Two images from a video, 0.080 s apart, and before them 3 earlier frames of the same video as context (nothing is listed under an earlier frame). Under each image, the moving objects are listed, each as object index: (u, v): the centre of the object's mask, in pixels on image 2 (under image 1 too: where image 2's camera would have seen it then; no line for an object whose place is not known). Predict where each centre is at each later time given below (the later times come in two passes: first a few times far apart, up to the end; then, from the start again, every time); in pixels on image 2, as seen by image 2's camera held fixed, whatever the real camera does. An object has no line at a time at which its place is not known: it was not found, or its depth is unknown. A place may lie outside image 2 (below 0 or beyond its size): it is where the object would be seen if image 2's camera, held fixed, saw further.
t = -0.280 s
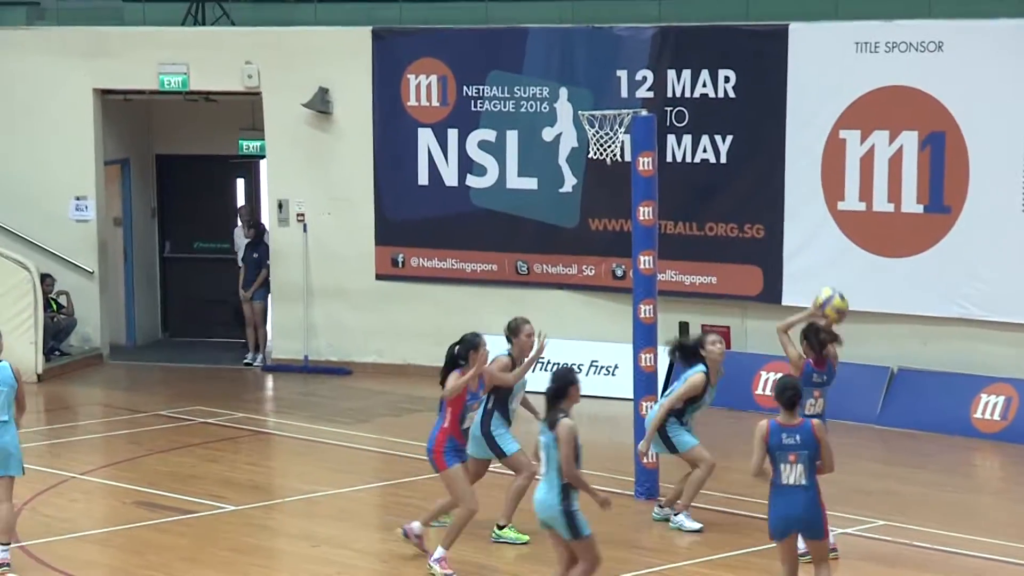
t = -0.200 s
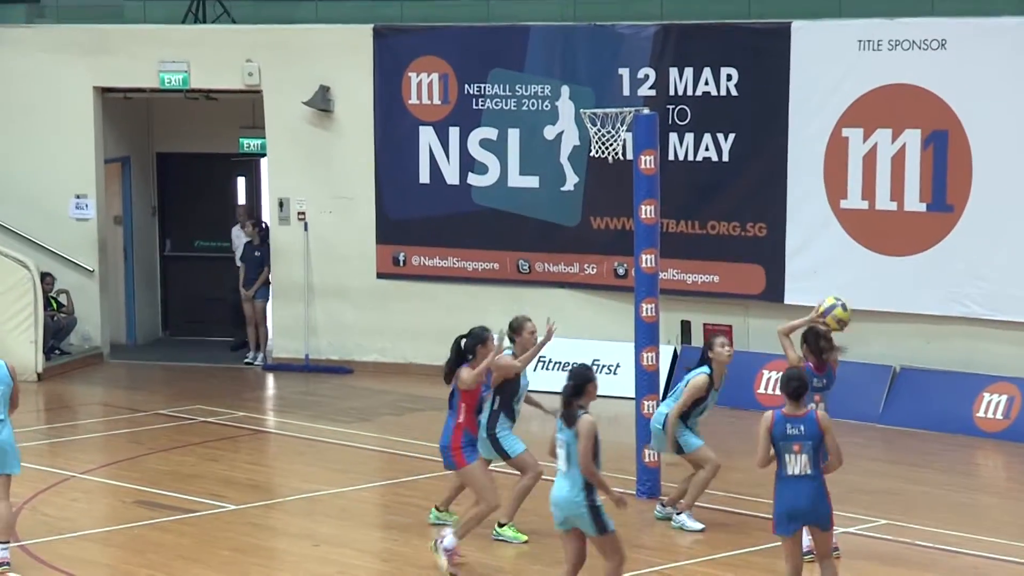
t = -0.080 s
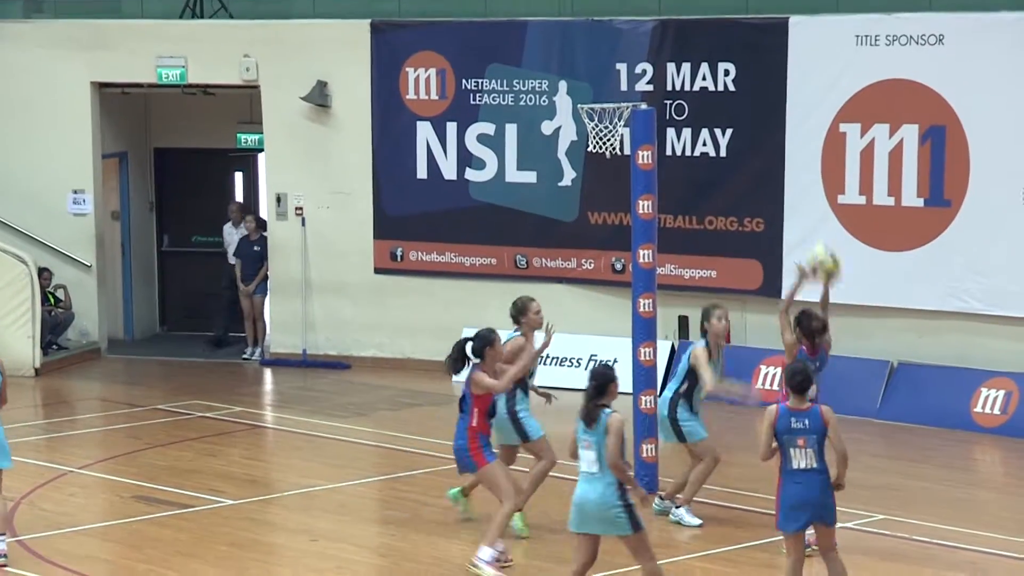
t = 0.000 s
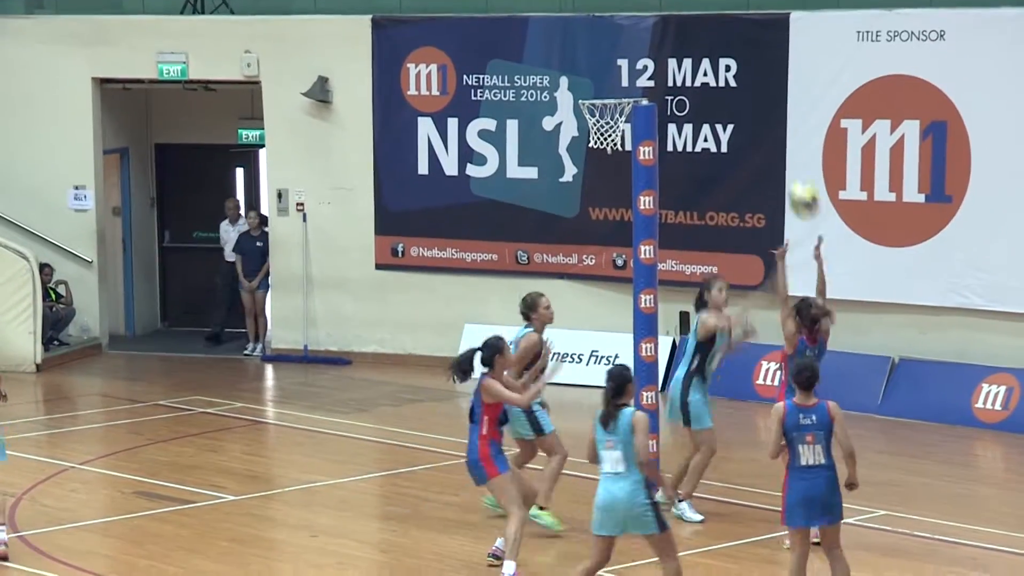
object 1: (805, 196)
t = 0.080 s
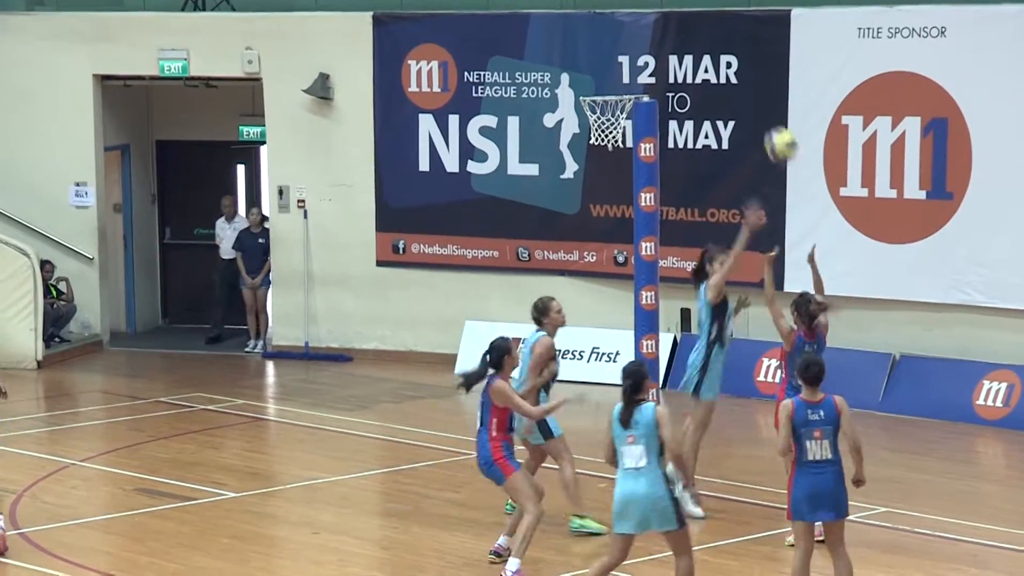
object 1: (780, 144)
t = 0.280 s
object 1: (724, 60)
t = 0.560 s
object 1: (651, 37)
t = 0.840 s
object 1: (600, 107)
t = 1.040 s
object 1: (629, 140)
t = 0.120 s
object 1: (769, 124)
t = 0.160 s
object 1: (757, 106)
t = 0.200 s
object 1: (746, 88)
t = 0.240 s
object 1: (734, 73)
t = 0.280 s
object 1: (724, 60)
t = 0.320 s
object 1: (713, 50)
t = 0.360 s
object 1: (703, 42)
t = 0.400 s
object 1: (692, 37)
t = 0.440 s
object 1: (681, 34)
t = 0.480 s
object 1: (671, 33)
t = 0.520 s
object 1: (661, 34)
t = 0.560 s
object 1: (651, 37)
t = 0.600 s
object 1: (641, 41)
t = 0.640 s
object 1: (632, 48)
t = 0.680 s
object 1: (622, 57)
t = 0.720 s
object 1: (613, 68)
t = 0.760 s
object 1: (605, 80)
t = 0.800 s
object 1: (597, 89)
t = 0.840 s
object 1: (600, 107)
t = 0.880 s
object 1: (610, 117)
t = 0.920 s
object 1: (617, 127)
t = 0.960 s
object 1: (620, 129)
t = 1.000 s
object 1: (625, 134)
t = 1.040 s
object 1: (629, 140)
